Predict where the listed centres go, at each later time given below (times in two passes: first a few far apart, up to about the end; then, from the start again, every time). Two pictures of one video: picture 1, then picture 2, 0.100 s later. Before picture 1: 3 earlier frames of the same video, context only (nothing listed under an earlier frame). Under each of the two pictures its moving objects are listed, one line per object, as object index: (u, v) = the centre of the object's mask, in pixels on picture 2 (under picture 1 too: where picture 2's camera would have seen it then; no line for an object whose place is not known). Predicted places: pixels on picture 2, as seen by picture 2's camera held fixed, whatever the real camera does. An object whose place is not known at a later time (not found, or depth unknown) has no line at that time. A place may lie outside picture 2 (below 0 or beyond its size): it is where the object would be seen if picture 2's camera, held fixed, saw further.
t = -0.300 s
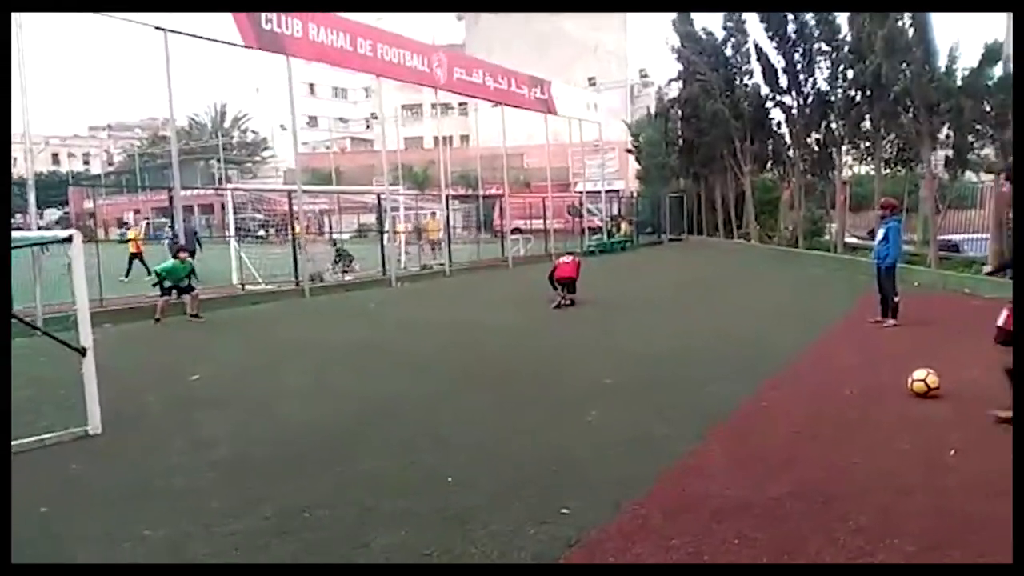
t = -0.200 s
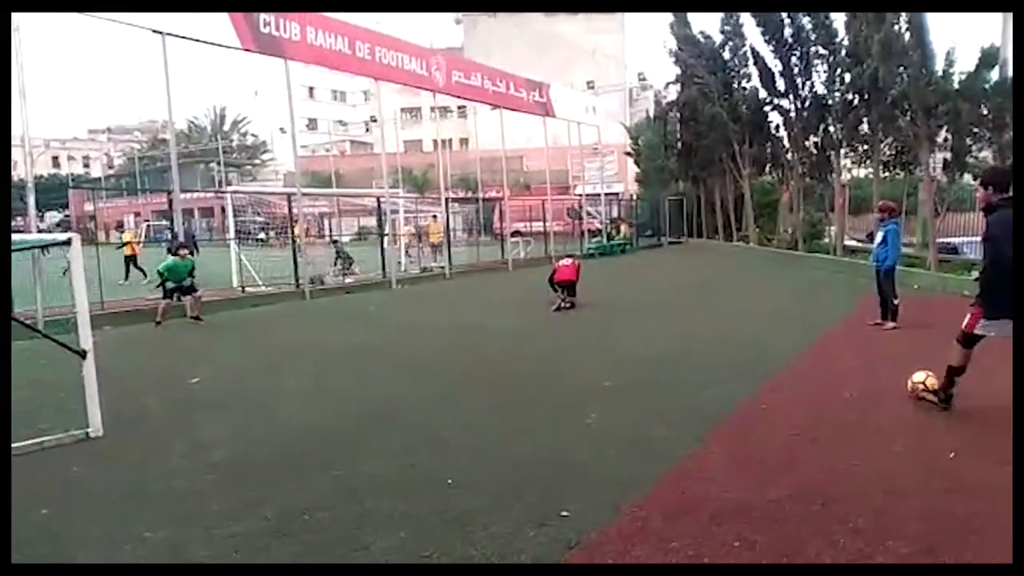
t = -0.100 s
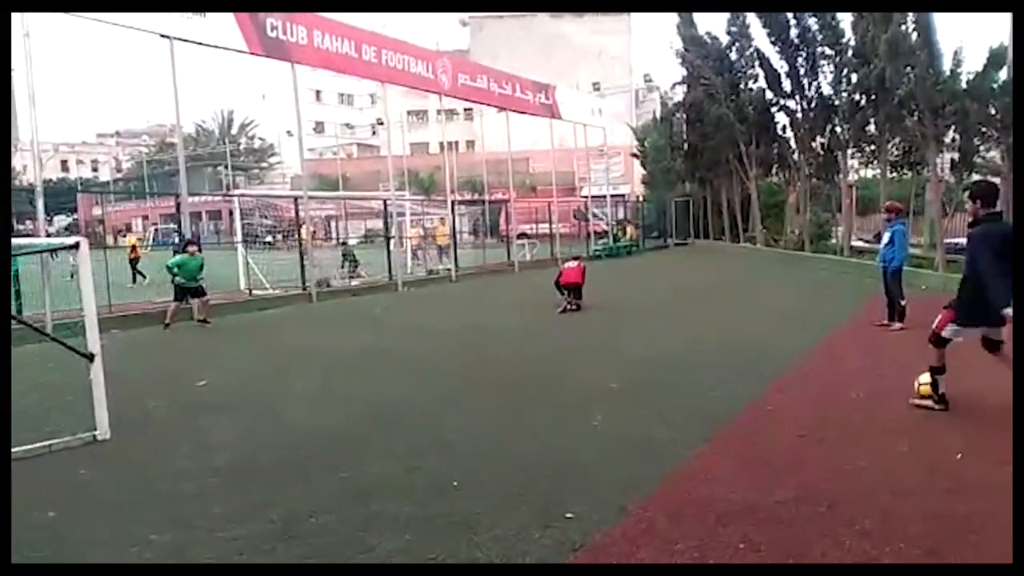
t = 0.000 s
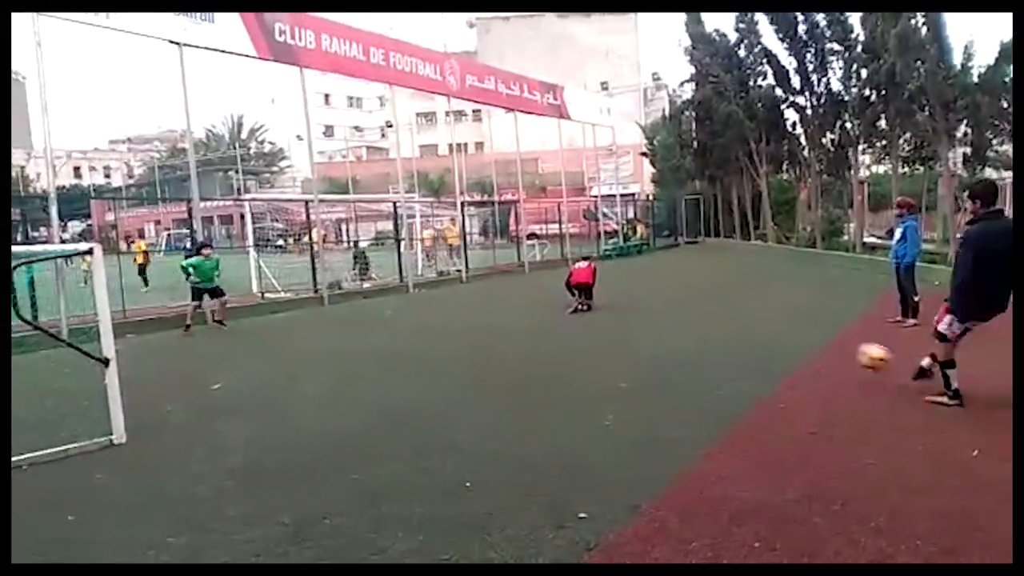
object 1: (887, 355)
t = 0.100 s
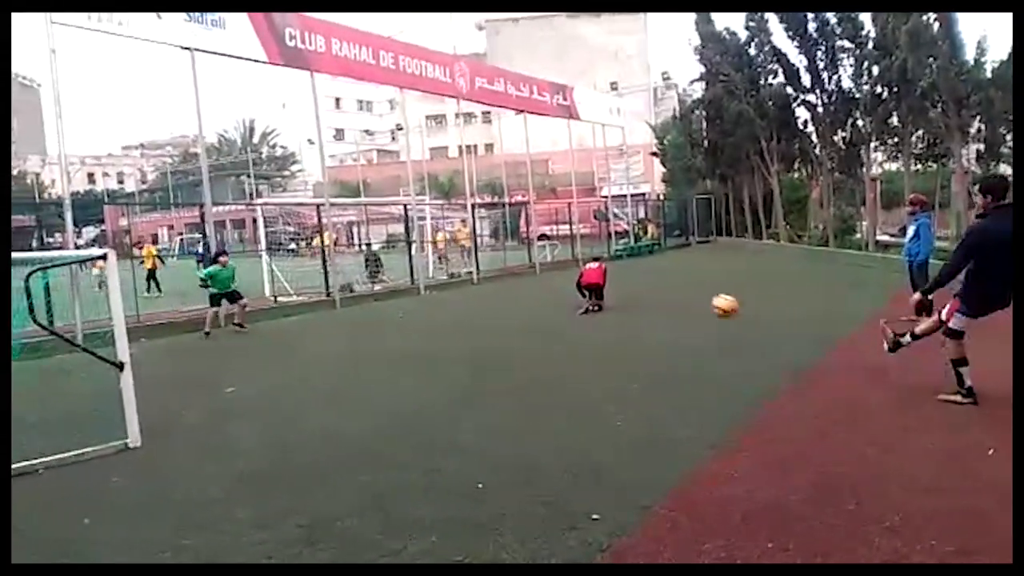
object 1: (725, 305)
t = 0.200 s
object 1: (607, 278)
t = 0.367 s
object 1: (463, 264)
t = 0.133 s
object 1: (681, 294)
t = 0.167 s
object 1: (642, 285)
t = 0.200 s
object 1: (607, 278)
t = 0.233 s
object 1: (572, 272)
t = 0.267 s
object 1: (542, 269)
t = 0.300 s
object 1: (515, 265)
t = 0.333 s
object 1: (488, 265)
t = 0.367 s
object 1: (463, 264)
